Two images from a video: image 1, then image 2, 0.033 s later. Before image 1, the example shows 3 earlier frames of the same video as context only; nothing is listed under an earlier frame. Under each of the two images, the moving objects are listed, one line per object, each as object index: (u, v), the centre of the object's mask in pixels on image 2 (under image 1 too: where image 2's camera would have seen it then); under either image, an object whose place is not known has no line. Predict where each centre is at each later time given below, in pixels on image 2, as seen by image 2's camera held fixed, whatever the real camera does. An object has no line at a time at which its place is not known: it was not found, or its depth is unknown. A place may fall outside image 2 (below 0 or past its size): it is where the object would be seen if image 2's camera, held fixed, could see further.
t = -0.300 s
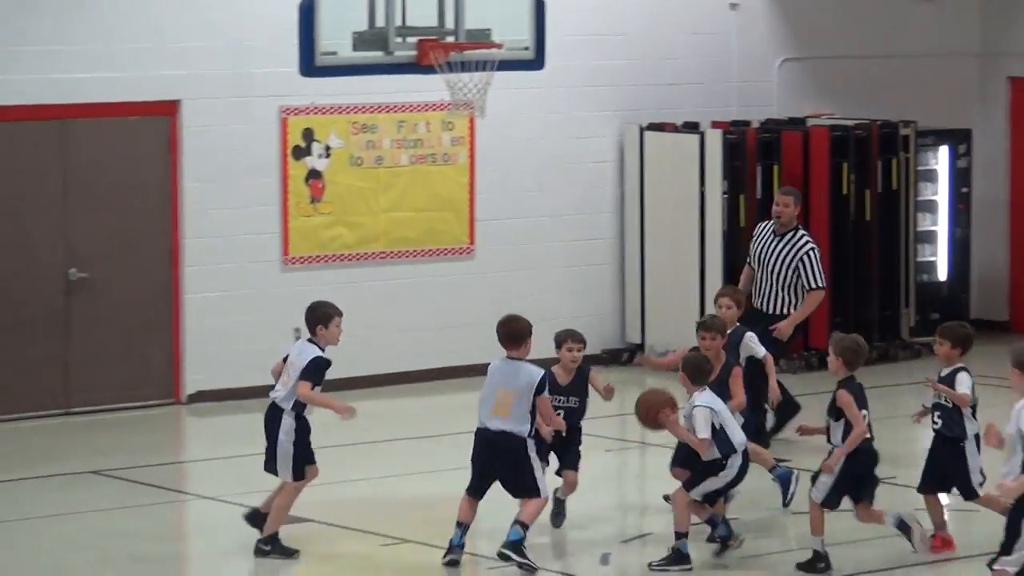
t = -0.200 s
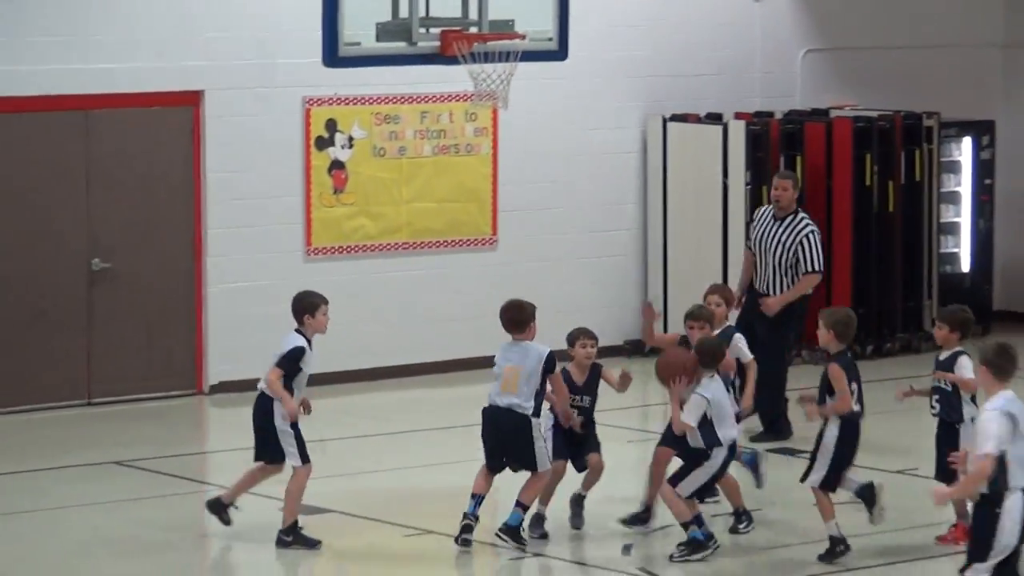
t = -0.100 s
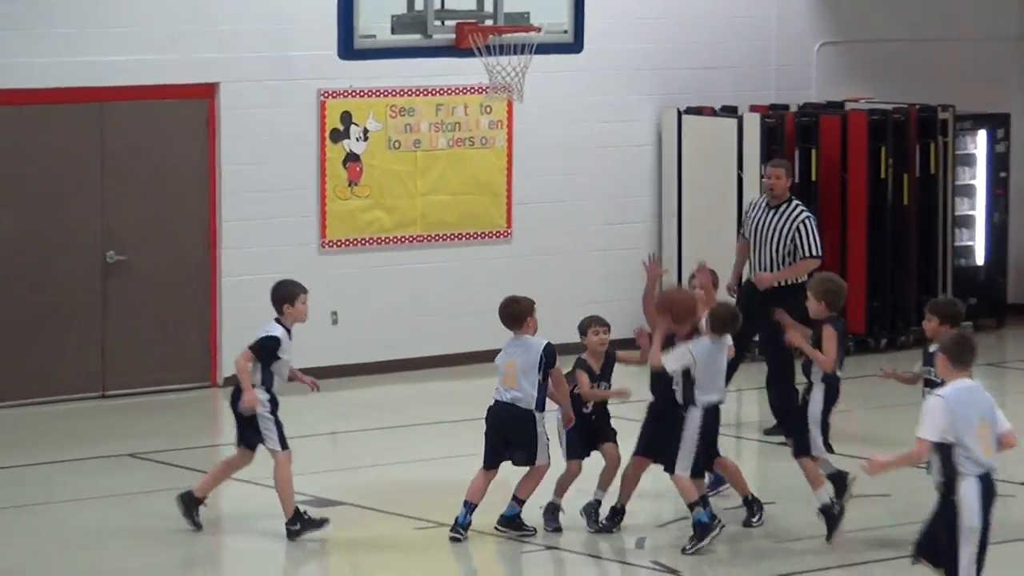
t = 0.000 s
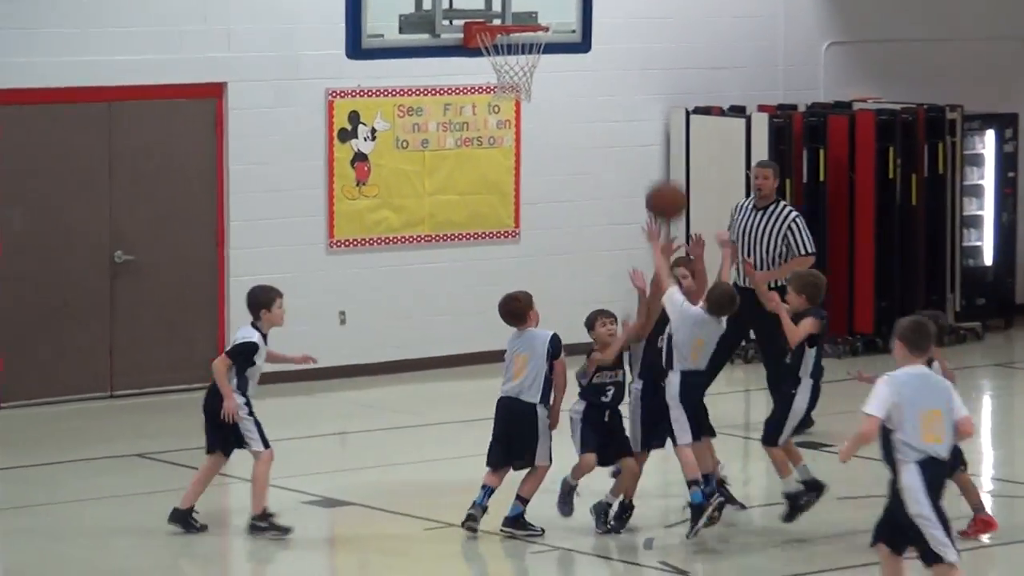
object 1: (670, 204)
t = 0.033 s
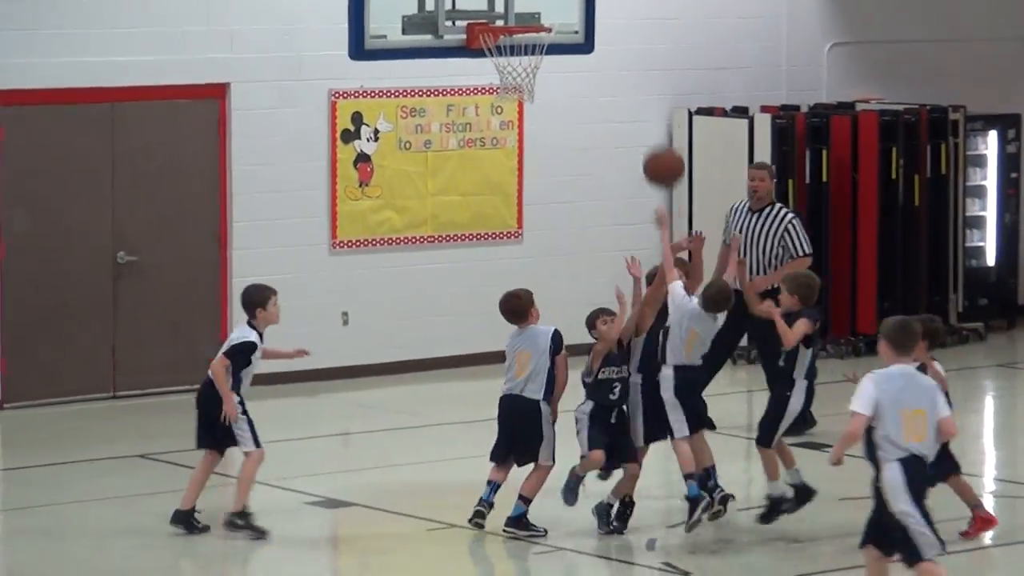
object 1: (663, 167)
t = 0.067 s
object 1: (658, 133)
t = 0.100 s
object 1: (653, 103)
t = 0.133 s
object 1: (649, 74)
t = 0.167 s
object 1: (645, 48)
